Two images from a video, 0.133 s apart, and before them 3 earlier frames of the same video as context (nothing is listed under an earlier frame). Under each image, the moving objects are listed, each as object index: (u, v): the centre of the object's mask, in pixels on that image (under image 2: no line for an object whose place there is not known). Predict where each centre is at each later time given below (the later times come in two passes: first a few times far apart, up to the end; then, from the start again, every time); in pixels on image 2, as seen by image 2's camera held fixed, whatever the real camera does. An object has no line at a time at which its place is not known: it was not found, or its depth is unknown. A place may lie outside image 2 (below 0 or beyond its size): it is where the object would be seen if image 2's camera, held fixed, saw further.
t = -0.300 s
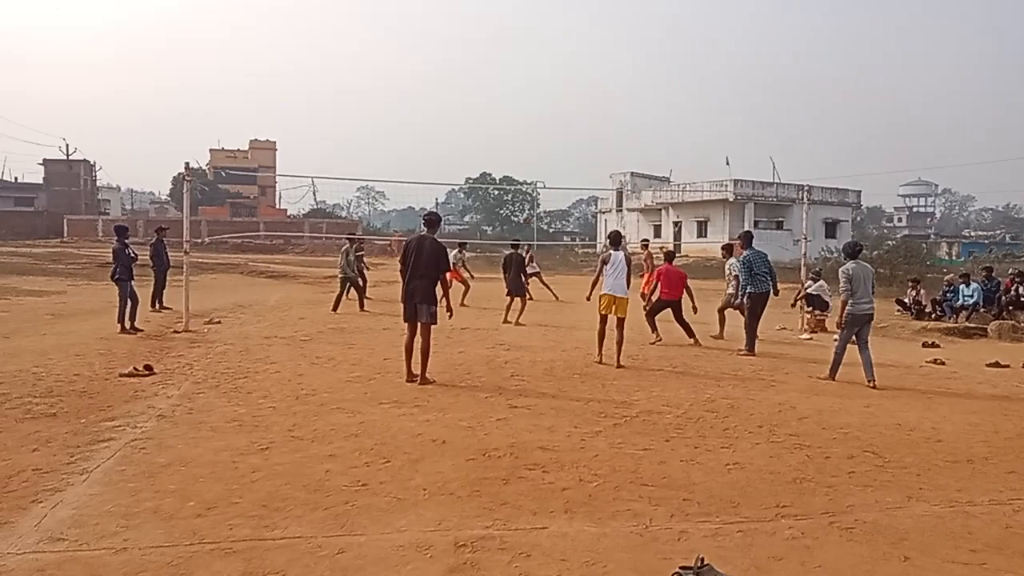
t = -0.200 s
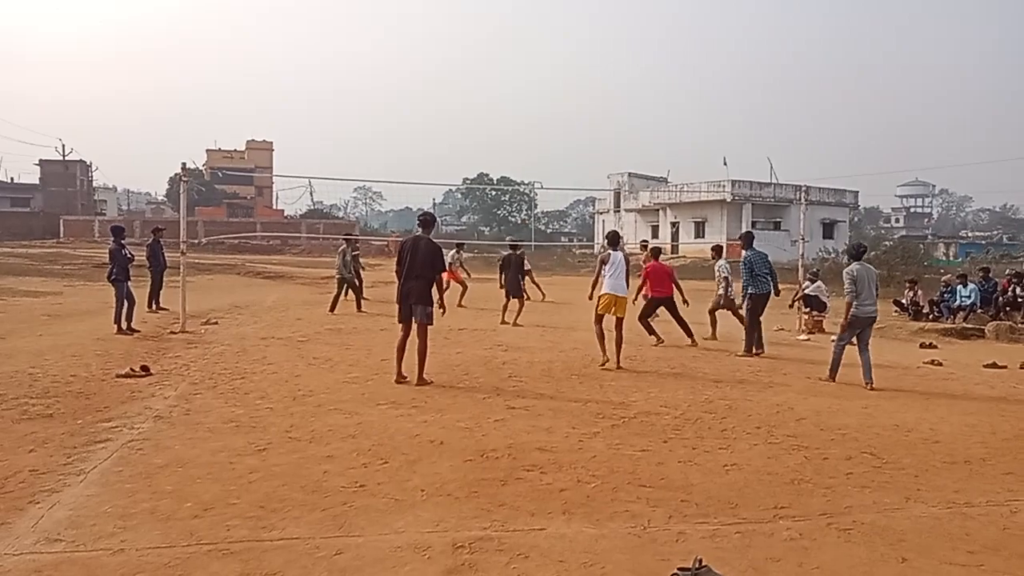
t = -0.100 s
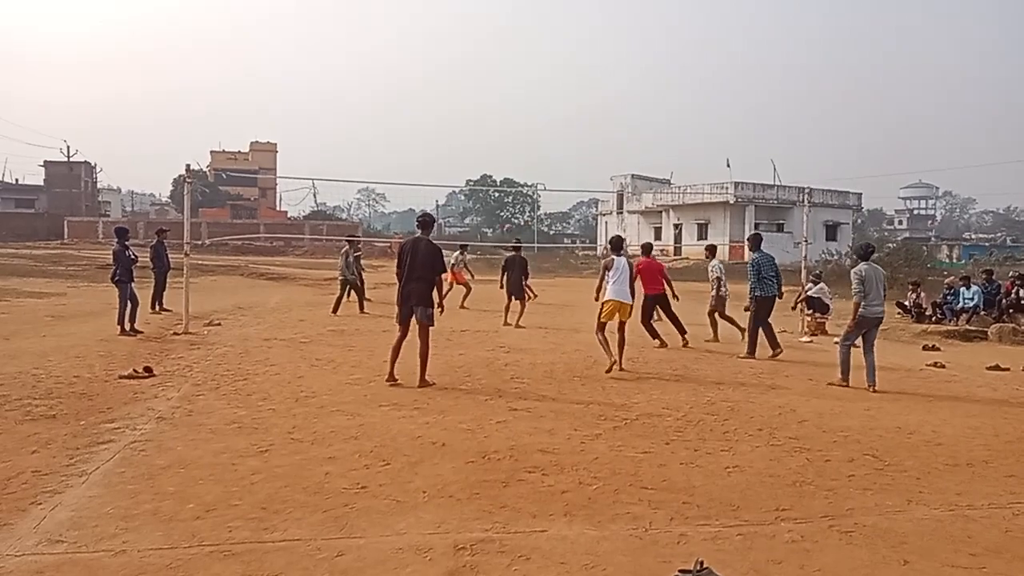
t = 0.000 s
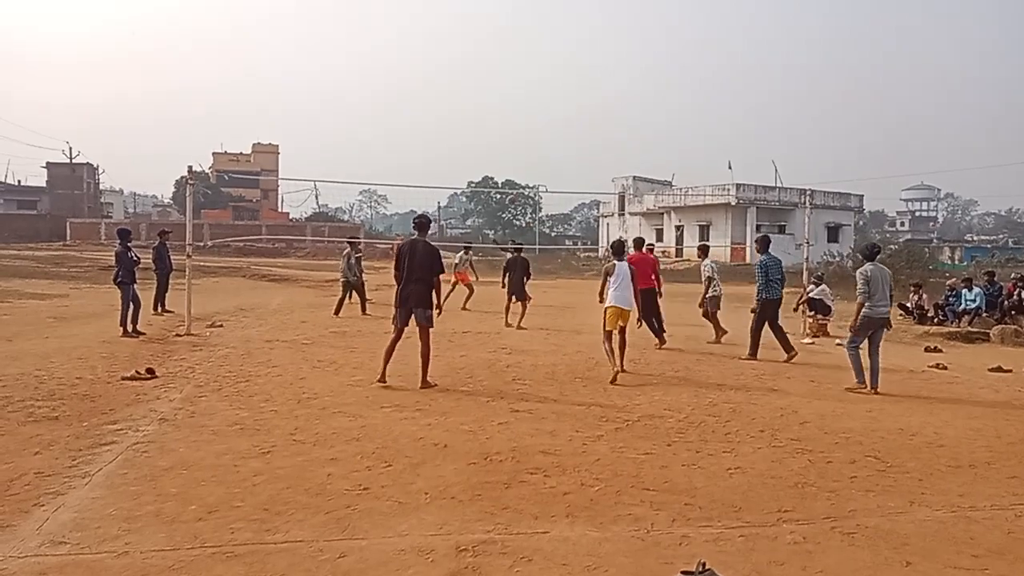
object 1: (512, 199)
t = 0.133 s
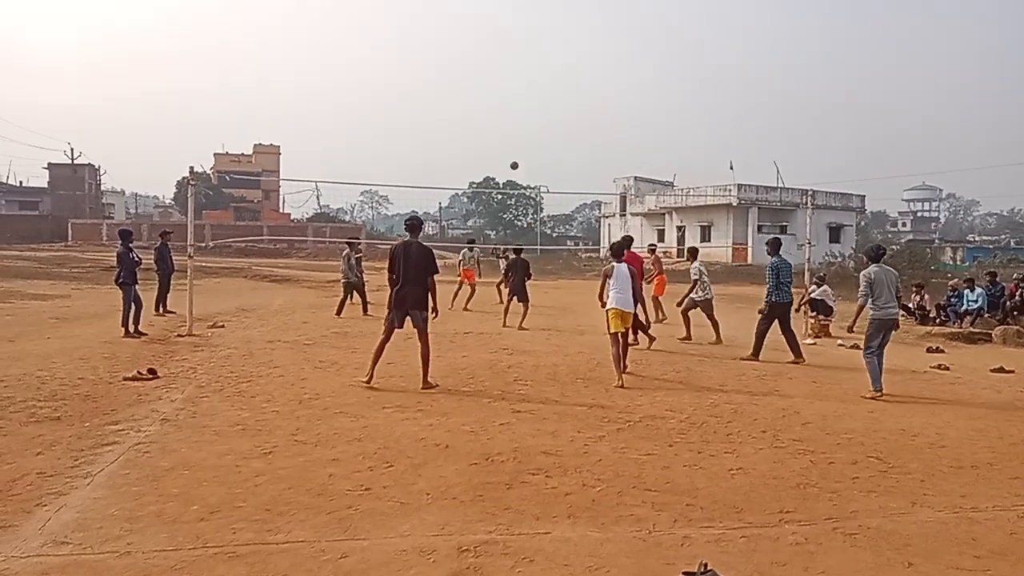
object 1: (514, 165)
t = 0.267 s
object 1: (515, 137)
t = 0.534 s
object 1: (517, 102)
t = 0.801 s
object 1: (519, 95)
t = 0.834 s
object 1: (519, 97)
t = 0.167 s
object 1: (514, 158)
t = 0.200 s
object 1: (514, 150)
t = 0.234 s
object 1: (515, 144)
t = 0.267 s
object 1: (515, 137)
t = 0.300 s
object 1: (515, 131)
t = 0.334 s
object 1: (516, 126)
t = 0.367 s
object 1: (516, 121)
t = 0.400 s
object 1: (516, 116)
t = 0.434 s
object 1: (516, 112)
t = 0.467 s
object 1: (517, 108)
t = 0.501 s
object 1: (517, 105)
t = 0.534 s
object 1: (517, 102)
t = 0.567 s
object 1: (517, 100)
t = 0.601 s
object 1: (518, 98)
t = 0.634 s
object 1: (518, 96)
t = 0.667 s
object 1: (518, 95)
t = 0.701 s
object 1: (519, 95)
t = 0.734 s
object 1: (519, 95)
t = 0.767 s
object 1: (519, 95)
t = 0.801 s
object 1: (519, 95)
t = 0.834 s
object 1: (519, 97)
